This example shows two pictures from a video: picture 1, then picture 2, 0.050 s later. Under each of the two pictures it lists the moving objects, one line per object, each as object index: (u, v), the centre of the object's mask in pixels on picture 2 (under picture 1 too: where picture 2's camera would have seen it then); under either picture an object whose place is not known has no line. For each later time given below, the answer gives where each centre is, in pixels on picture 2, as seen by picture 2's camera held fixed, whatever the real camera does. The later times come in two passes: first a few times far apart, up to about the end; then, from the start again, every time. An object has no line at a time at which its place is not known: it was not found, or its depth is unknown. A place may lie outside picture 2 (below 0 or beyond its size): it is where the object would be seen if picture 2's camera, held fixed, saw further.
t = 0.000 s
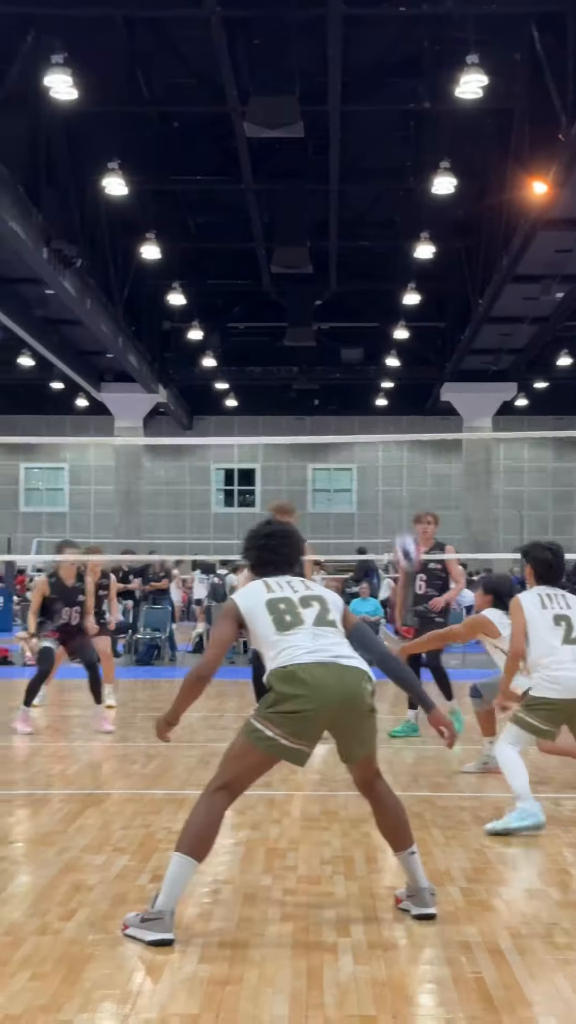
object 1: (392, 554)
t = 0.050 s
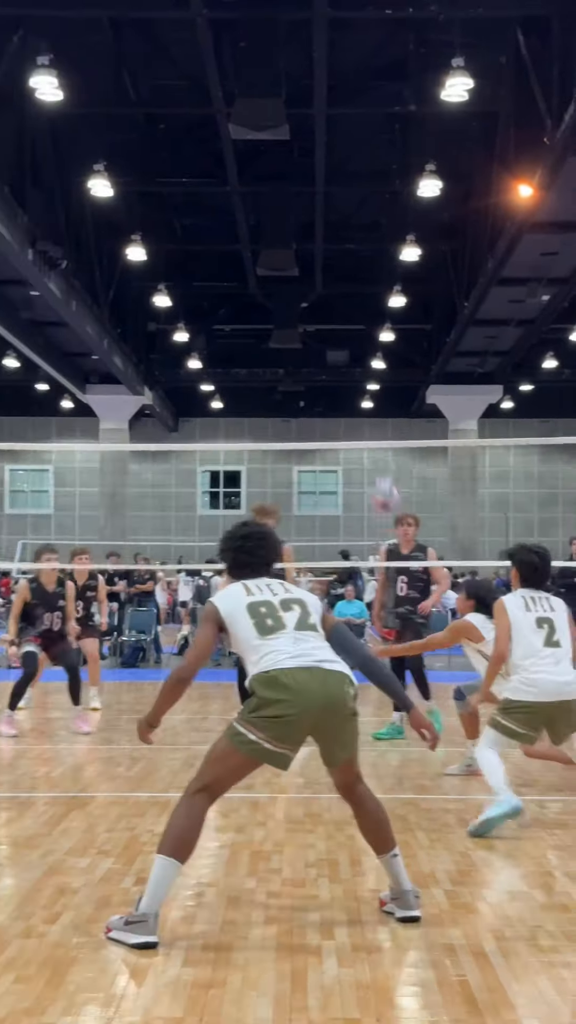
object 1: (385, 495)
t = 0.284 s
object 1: (357, 276)
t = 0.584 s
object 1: (332, 122)
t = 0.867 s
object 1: (311, 95)
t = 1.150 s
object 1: (291, 176)
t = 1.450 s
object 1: (267, 371)
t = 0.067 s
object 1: (382, 476)
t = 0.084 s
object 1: (381, 457)
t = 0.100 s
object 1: (377, 439)
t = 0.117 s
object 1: (375, 422)
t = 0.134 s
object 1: (373, 406)
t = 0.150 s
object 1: (371, 388)
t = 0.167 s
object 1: (369, 373)
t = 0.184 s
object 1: (367, 358)
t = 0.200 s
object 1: (365, 344)
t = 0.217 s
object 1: (363, 329)
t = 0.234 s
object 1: (362, 315)
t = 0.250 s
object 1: (360, 302)
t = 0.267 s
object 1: (358, 288)
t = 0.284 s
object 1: (357, 276)
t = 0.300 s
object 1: (355, 263)
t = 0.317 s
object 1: (354, 252)
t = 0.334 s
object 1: (352, 240)
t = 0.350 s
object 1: (351, 230)
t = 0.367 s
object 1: (349, 219)
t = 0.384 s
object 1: (347, 209)
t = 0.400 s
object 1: (346, 200)
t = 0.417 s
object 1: (344, 191)
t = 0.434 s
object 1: (343, 182)
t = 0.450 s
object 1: (342, 173)
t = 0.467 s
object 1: (341, 166)
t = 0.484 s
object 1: (340, 158)
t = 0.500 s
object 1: (338, 151)
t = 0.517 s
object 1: (337, 145)
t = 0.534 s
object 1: (336, 138)
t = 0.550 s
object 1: (334, 132)
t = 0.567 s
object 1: (333, 127)
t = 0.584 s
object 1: (332, 122)
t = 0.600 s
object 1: (331, 117)
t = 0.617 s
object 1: (330, 113)
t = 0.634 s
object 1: (329, 108)
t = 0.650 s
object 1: (328, 105)
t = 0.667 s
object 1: (326, 102)
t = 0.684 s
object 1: (325, 99)
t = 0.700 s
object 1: (324, 97)
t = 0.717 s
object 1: (323, 95)
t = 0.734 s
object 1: (321, 94)
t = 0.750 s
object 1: (320, 92)
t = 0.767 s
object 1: (319, 91)
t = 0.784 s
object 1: (318, 91)
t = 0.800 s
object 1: (316, 91)
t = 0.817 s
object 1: (315, 91)
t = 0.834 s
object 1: (314, 92)
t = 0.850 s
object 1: (313, 93)
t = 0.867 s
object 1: (311, 95)
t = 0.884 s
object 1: (310, 96)
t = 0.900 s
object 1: (309, 99)
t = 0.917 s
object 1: (308, 101)
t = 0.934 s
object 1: (307, 104)
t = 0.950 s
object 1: (305, 108)
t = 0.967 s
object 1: (304, 111)
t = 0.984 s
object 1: (303, 116)
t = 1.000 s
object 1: (302, 120)
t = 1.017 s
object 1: (300, 125)
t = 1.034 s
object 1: (299, 130)
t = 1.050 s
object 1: (298, 135)
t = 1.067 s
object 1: (297, 141)
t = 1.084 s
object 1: (296, 147)
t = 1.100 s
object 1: (294, 154)
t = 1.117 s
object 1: (293, 161)
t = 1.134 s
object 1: (292, 168)
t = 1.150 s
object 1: (291, 176)
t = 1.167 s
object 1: (289, 184)
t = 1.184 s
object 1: (288, 192)
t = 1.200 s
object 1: (287, 201)
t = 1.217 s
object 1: (286, 210)
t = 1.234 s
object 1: (285, 219)
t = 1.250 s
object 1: (283, 229)
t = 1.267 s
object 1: (282, 239)
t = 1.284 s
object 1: (281, 250)
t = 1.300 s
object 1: (279, 260)
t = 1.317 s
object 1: (277, 271)
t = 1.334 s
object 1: (276, 282)
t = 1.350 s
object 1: (275, 294)
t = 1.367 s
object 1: (274, 306)
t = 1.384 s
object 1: (273, 319)
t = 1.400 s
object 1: (271, 331)
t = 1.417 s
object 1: (269, 344)
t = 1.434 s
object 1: (268, 357)
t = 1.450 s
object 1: (267, 371)
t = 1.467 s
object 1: (265, 384)
